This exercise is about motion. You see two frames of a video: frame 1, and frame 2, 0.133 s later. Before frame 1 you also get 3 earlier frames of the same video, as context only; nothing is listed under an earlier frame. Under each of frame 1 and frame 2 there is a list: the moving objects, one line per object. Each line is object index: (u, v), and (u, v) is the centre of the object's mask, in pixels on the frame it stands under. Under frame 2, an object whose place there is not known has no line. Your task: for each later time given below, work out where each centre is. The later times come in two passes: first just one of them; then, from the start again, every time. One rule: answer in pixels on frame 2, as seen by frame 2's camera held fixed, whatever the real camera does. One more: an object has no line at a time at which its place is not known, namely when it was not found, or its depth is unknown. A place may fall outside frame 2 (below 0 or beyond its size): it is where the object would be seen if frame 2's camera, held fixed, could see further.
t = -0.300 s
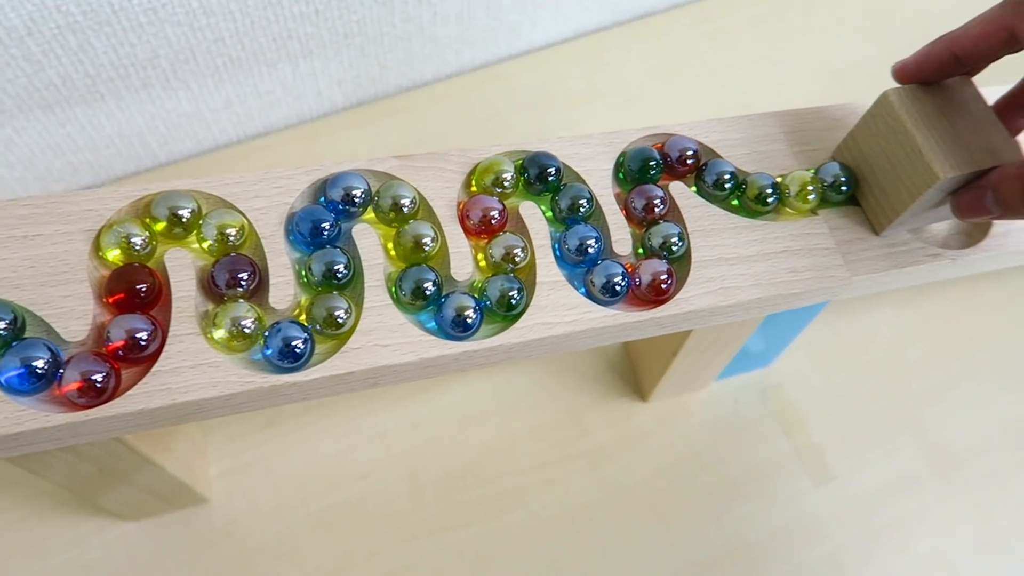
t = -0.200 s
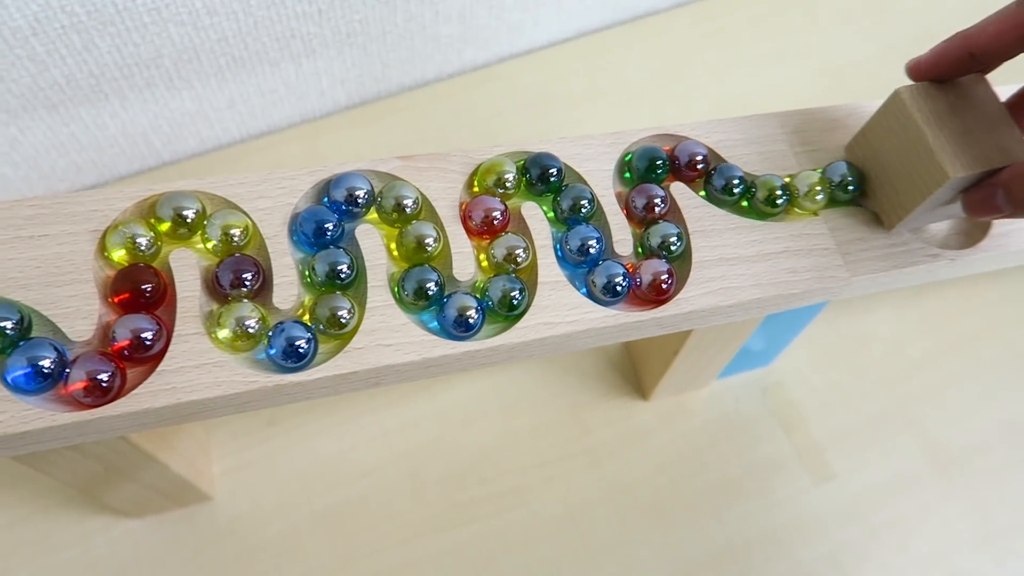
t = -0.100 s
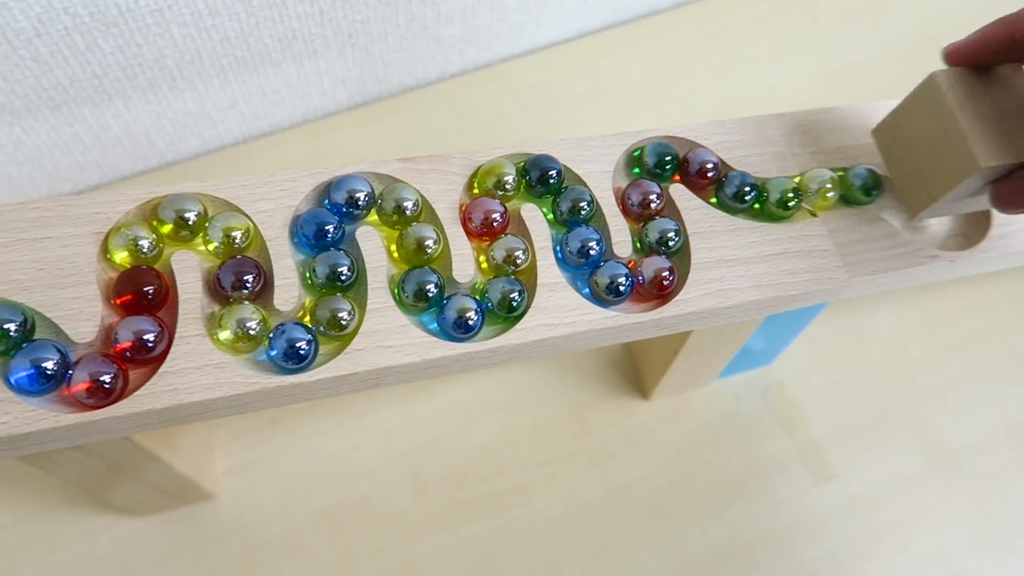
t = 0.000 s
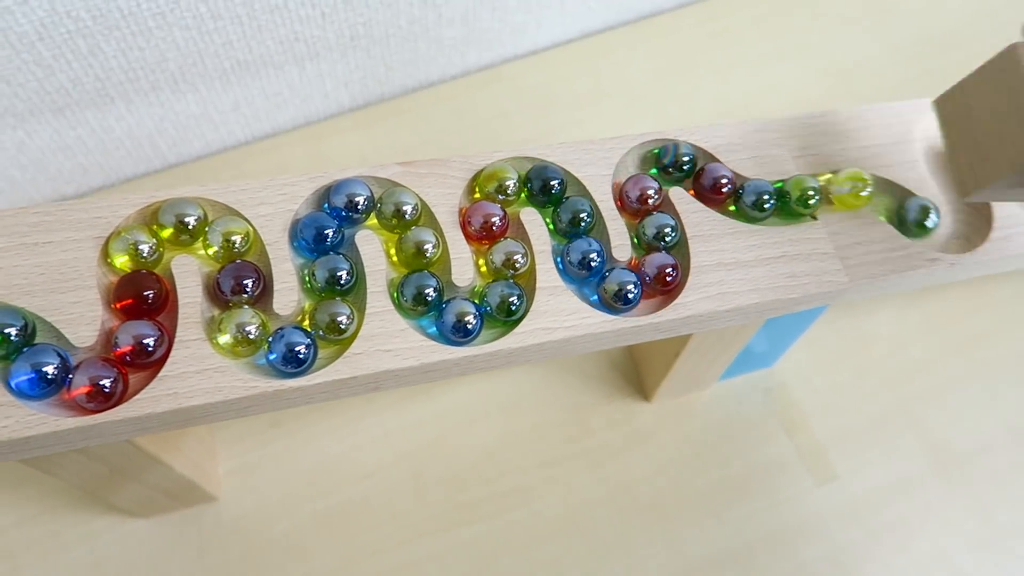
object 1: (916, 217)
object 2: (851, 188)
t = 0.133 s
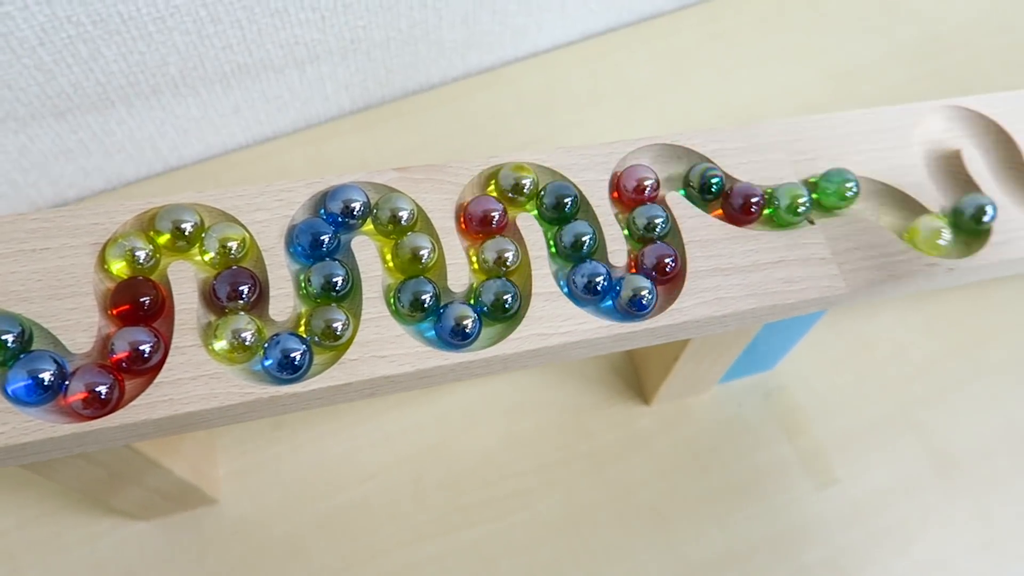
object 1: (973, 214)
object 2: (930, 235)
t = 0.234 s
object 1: (942, 170)
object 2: (968, 215)
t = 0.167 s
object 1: (966, 198)
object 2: (950, 239)
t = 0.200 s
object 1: (951, 184)
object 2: (955, 234)
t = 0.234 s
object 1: (942, 170)
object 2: (968, 215)
